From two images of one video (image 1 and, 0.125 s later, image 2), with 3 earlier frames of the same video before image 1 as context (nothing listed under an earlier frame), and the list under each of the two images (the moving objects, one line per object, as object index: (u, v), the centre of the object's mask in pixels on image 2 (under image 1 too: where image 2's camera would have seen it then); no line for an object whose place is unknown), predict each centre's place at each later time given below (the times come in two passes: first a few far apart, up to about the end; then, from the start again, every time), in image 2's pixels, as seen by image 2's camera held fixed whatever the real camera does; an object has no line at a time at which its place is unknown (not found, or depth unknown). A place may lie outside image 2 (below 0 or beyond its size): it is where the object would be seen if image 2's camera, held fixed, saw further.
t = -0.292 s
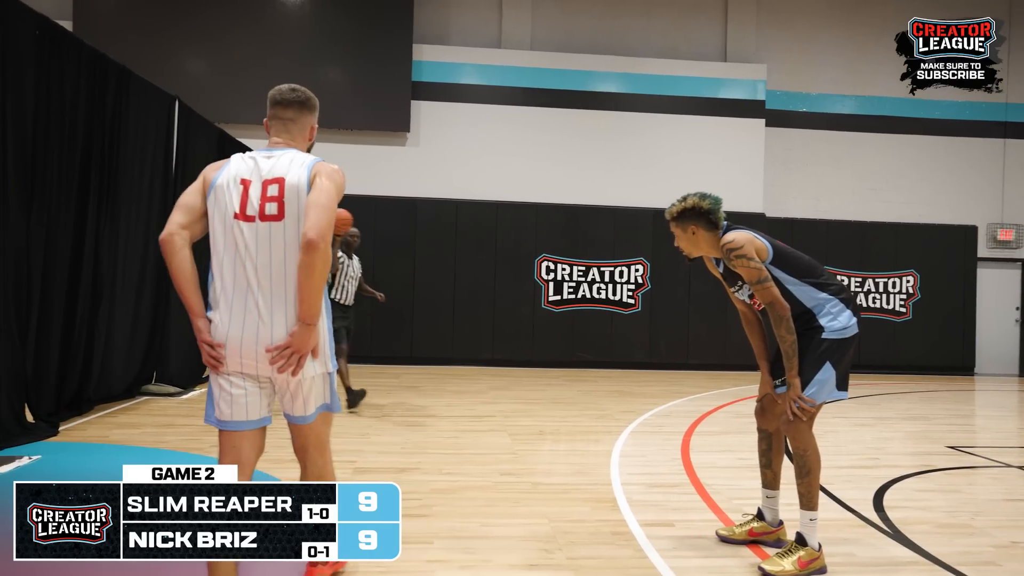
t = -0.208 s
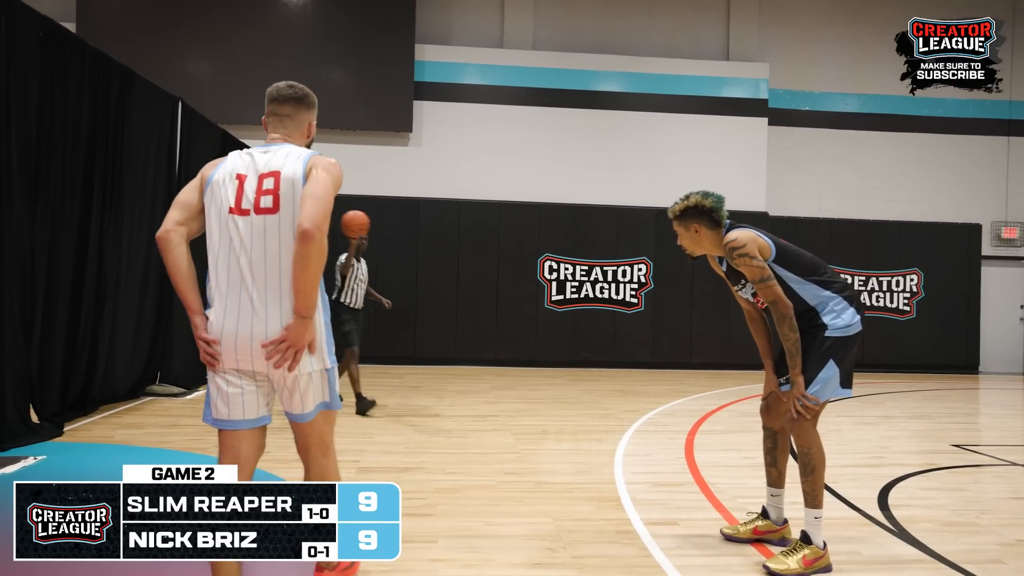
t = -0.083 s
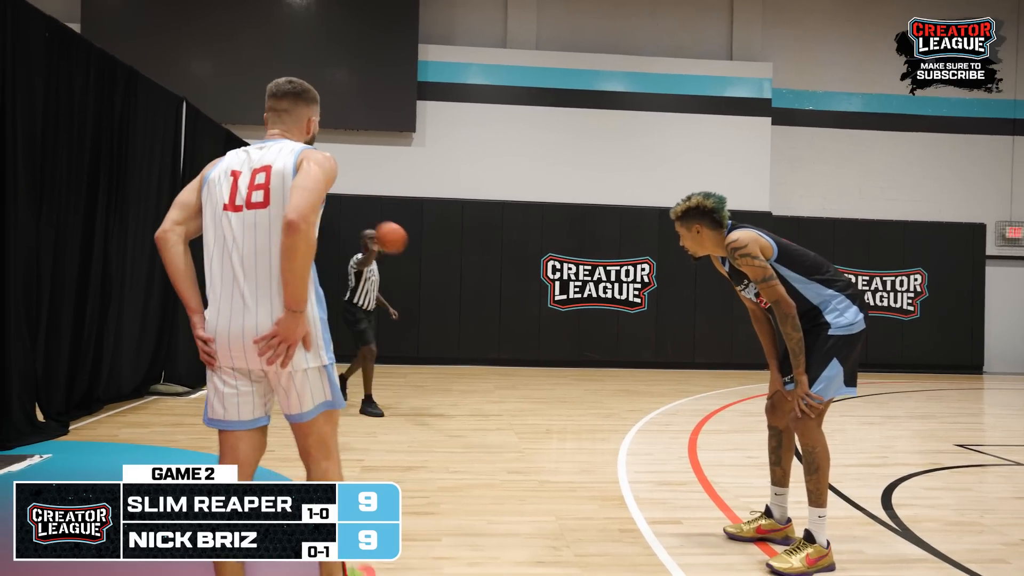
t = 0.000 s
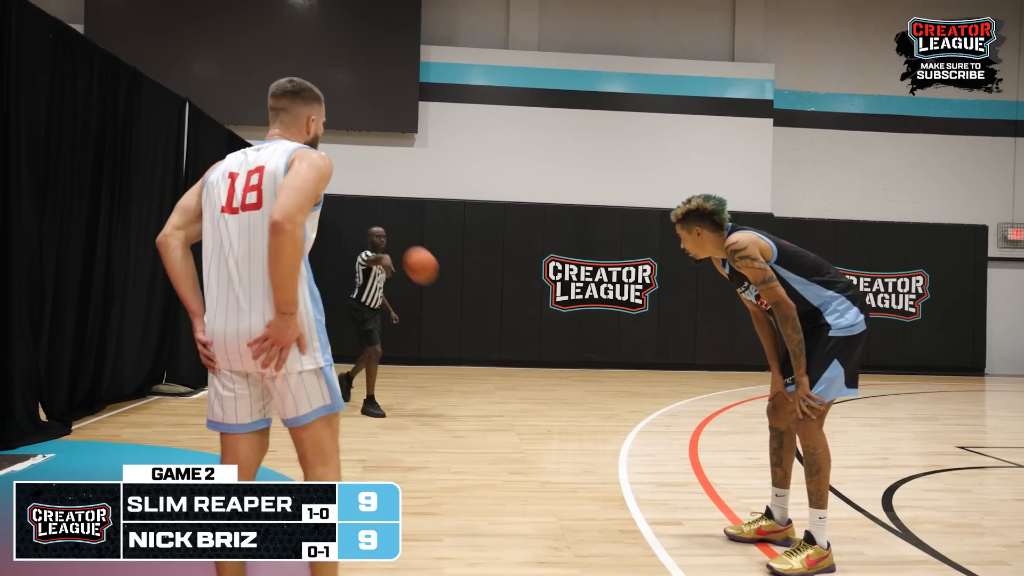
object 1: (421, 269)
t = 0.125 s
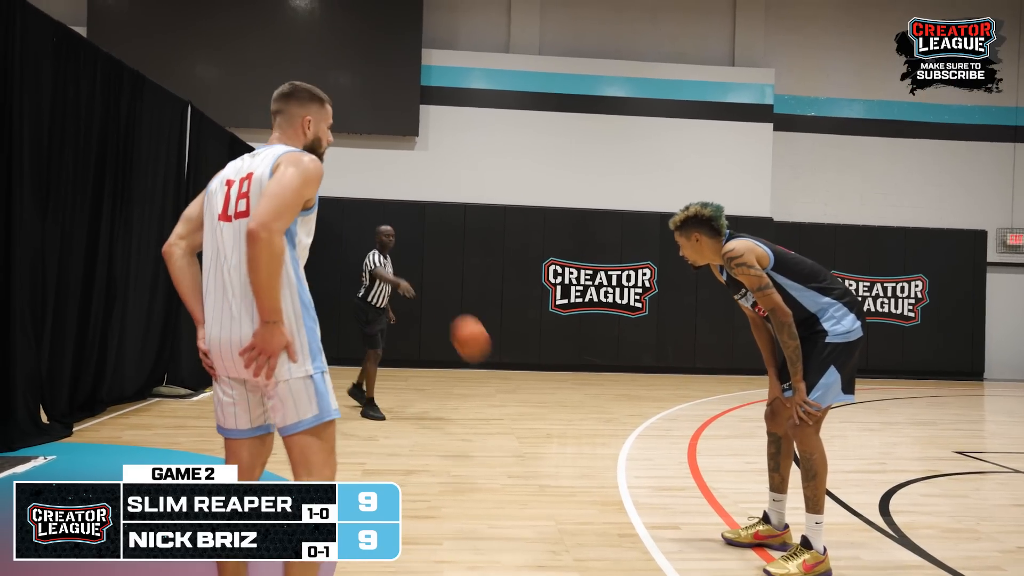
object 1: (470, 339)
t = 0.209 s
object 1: (510, 407)
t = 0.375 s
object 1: (583, 414)
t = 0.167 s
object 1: (488, 367)
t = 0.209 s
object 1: (510, 407)
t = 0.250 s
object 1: (532, 452)
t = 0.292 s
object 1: (553, 467)
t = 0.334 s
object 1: (568, 440)
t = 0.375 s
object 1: (583, 414)
